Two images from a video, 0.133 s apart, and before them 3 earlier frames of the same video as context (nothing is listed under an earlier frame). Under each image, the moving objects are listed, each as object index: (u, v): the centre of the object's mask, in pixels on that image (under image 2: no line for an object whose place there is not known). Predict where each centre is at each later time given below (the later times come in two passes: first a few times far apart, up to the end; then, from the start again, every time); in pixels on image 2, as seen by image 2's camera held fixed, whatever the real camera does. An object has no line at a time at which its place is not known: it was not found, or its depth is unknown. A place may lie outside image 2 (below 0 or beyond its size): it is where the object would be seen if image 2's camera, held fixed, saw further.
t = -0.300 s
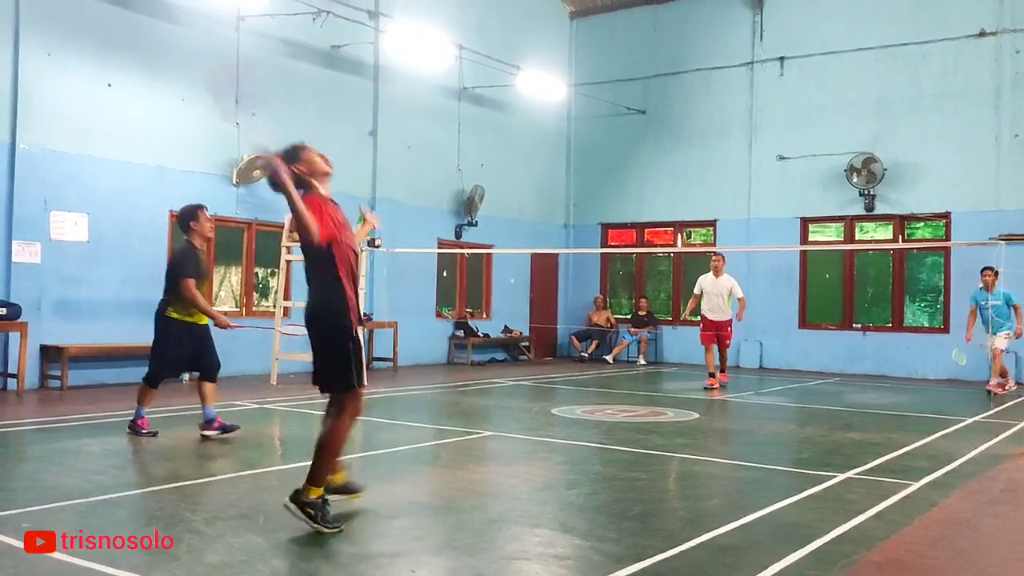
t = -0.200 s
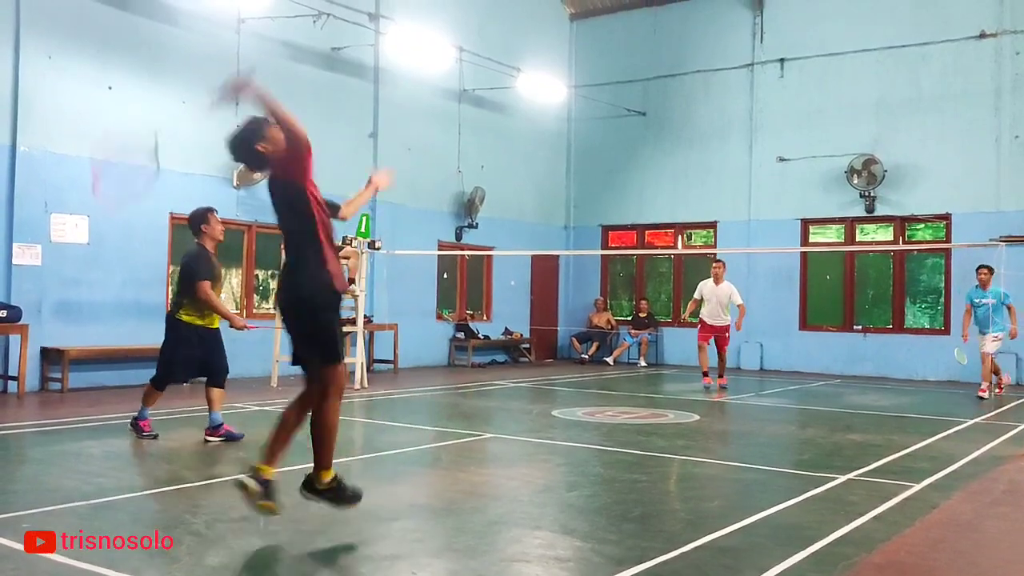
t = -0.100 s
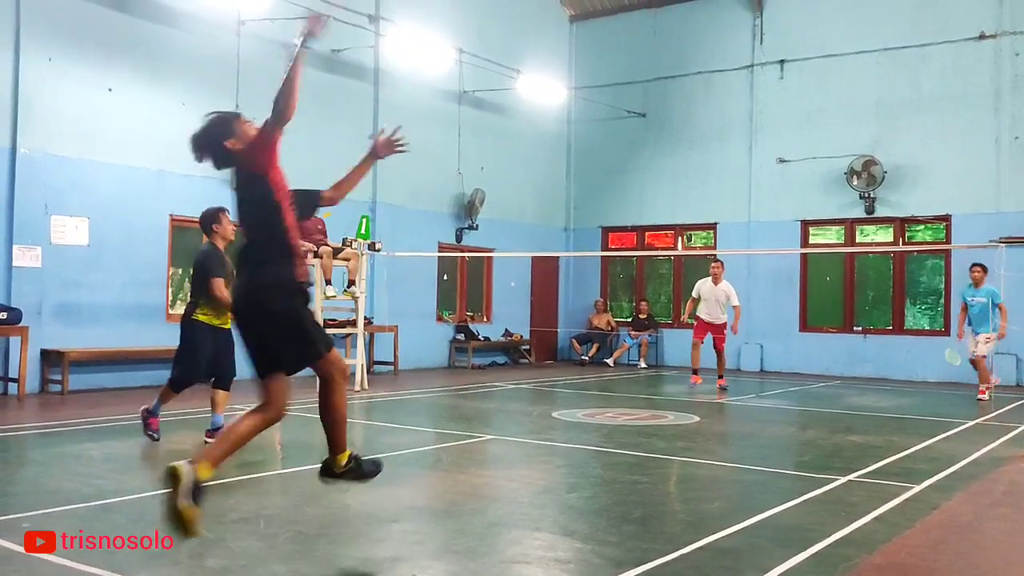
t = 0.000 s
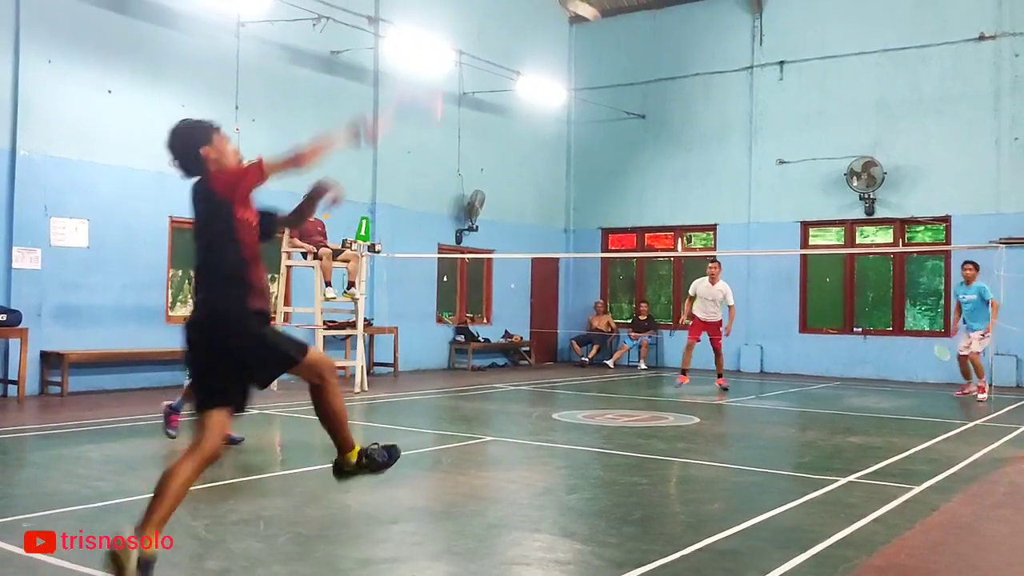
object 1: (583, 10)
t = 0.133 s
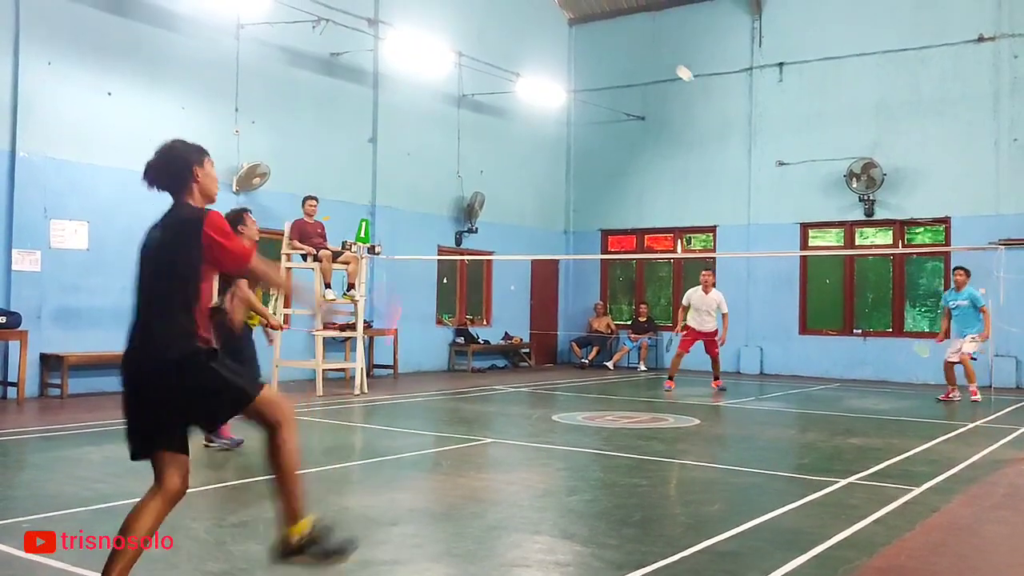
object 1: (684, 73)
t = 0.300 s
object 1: (744, 134)
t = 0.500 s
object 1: (781, 208)
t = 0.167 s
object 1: (699, 85)
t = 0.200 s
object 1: (713, 98)
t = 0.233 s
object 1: (725, 111)
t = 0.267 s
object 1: (734, 122)
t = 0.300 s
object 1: (744, 134)
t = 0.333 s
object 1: (751, 146)
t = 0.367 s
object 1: (758, 158)
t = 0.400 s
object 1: (765, 171)
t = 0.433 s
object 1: (771, 182)
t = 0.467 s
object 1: (776, 195)
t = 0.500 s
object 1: (781, 208)
